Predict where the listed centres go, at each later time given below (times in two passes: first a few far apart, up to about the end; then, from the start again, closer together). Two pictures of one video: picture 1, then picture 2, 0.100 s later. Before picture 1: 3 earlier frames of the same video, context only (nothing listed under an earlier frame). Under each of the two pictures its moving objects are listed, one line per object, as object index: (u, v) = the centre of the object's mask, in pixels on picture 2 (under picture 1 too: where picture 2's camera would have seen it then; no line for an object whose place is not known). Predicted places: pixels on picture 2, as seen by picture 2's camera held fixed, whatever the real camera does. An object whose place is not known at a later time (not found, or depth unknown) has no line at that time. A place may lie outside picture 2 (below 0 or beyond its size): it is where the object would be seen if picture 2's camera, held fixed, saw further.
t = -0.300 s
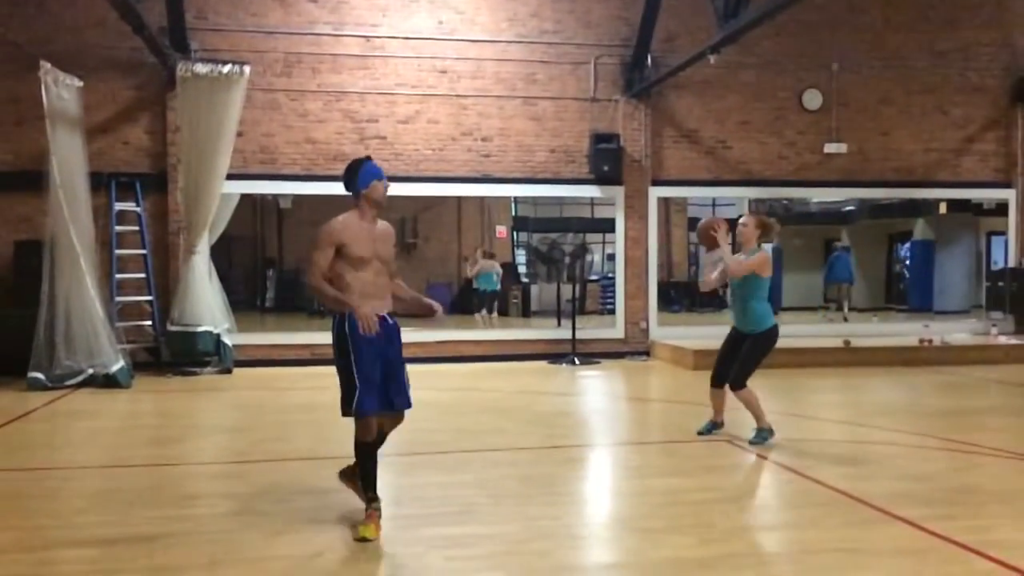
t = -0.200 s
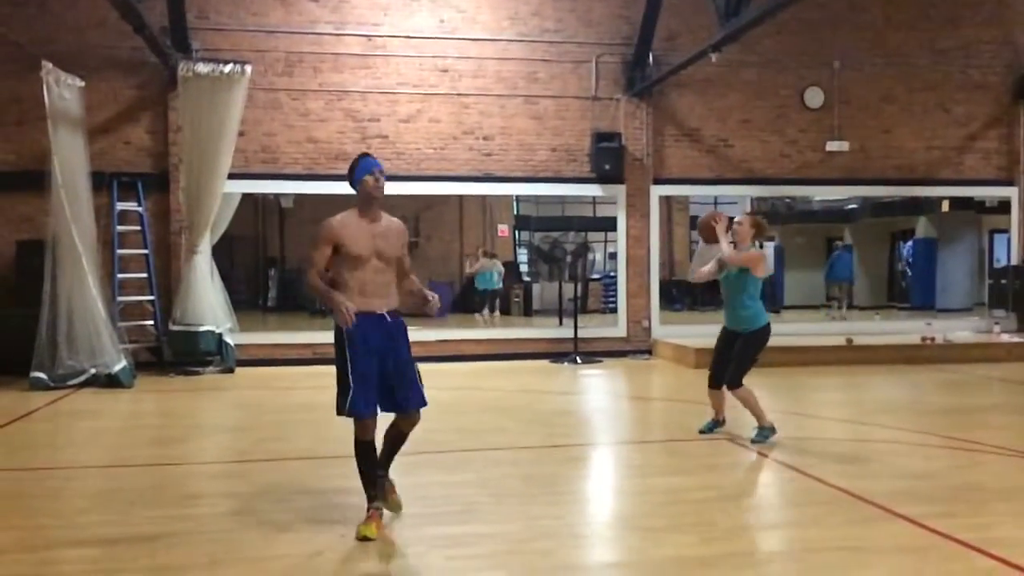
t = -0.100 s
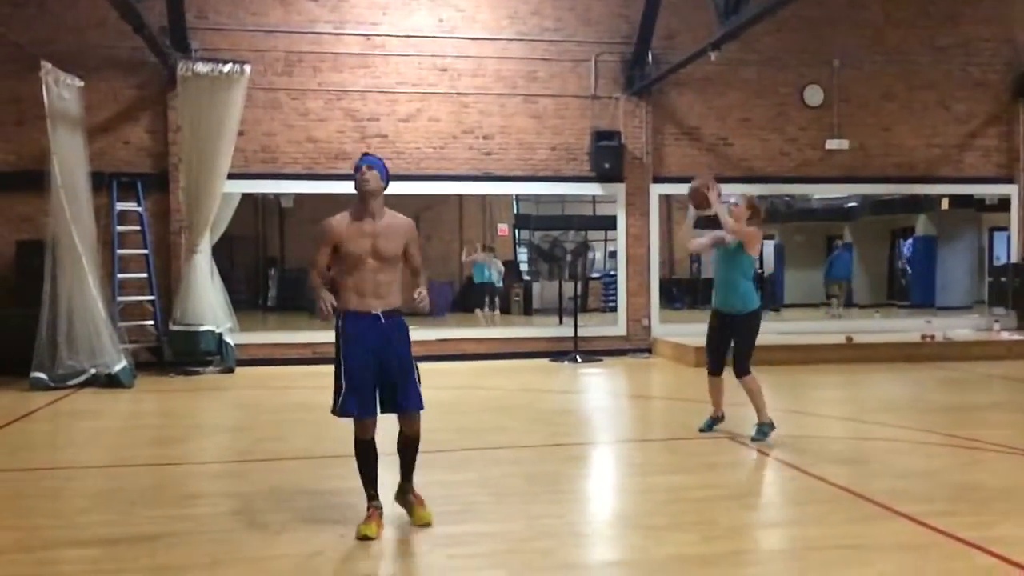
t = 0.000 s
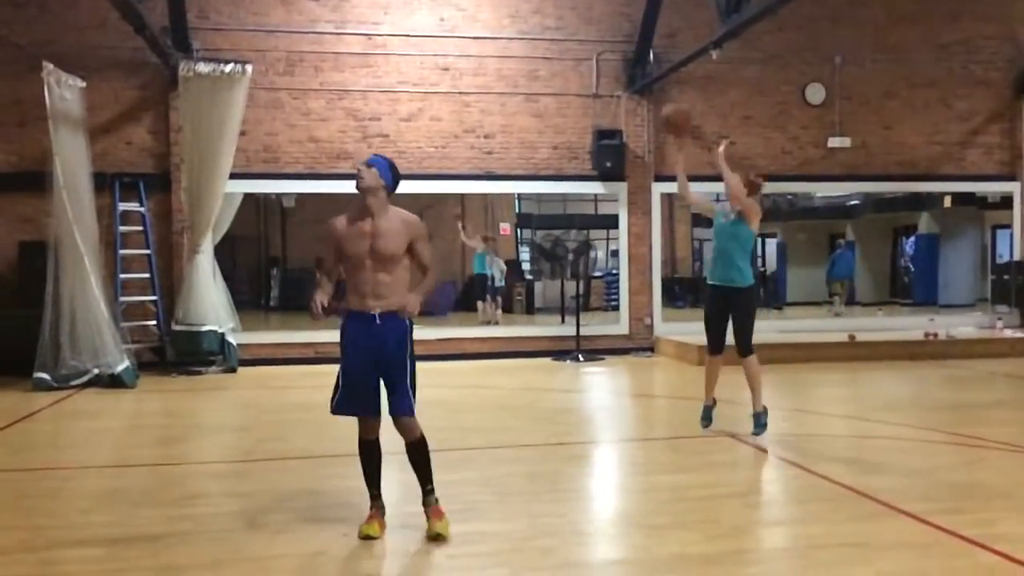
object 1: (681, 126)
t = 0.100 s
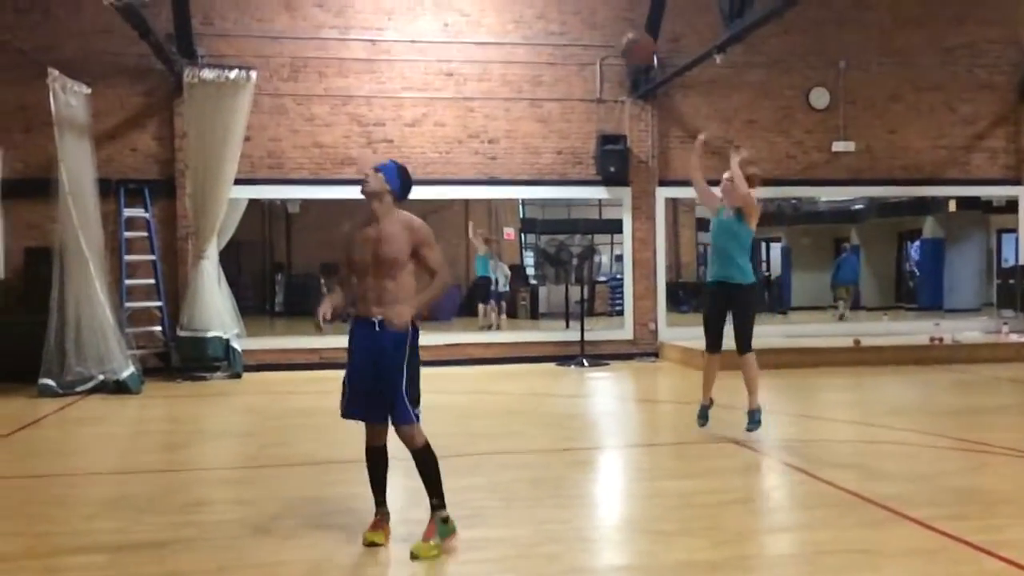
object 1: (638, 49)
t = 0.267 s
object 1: (559, -58)
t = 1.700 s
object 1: (96, 376)
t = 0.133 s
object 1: (622, 27)
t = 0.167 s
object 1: (606, 3)
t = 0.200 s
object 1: (591, -17)
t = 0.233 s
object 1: (574, -38)
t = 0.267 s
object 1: (559, -58)
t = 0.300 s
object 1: (543, -76)
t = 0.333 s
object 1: (526, -91)
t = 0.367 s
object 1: (509, -106)
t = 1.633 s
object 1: (96, 302)
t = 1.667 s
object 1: (95, 339)
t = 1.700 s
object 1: (96, 376)
